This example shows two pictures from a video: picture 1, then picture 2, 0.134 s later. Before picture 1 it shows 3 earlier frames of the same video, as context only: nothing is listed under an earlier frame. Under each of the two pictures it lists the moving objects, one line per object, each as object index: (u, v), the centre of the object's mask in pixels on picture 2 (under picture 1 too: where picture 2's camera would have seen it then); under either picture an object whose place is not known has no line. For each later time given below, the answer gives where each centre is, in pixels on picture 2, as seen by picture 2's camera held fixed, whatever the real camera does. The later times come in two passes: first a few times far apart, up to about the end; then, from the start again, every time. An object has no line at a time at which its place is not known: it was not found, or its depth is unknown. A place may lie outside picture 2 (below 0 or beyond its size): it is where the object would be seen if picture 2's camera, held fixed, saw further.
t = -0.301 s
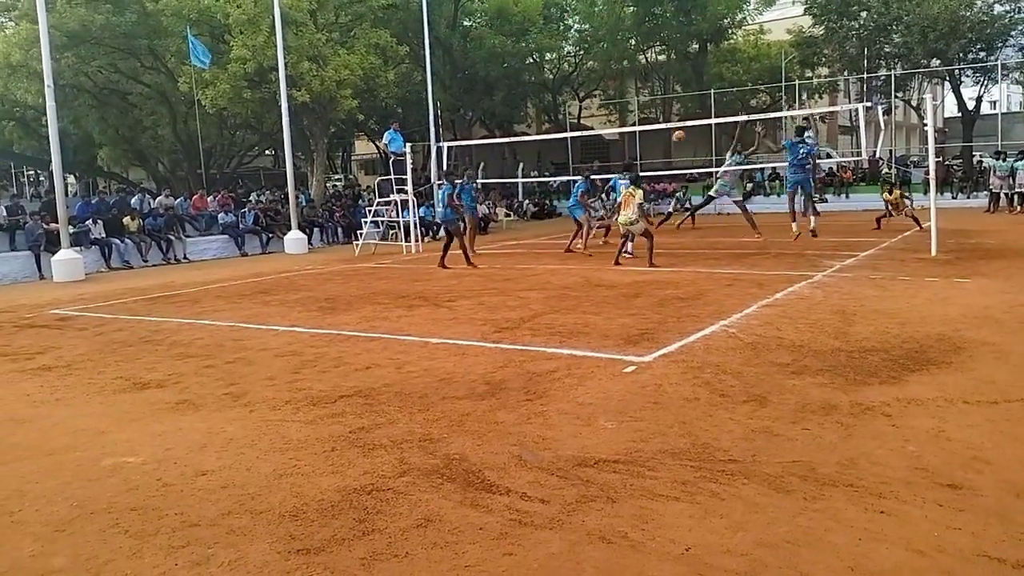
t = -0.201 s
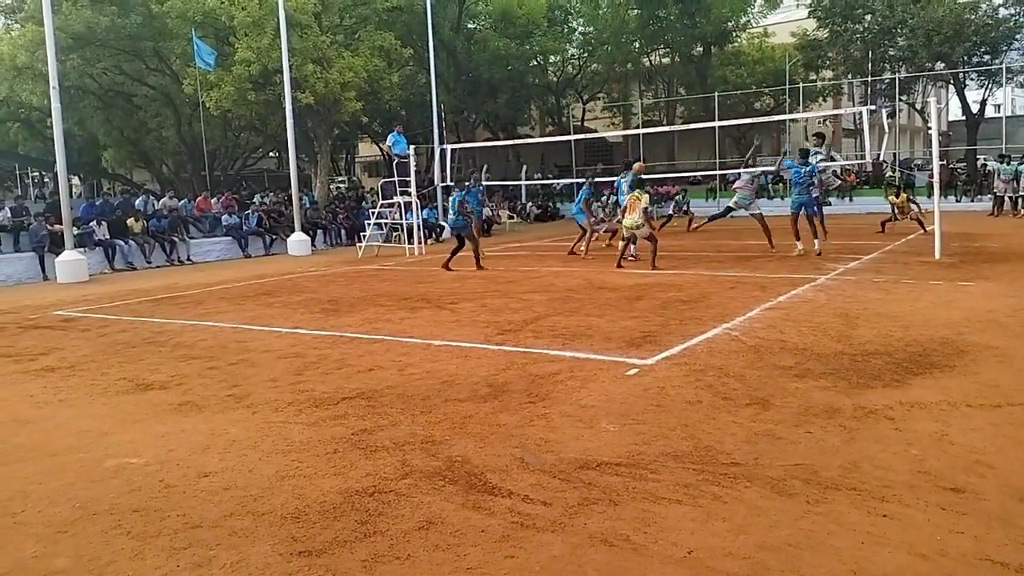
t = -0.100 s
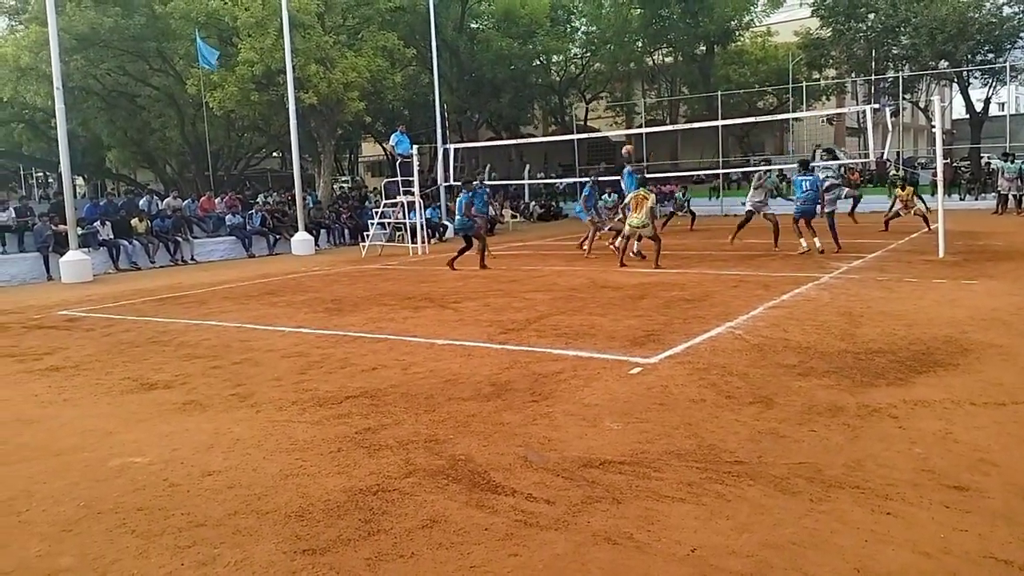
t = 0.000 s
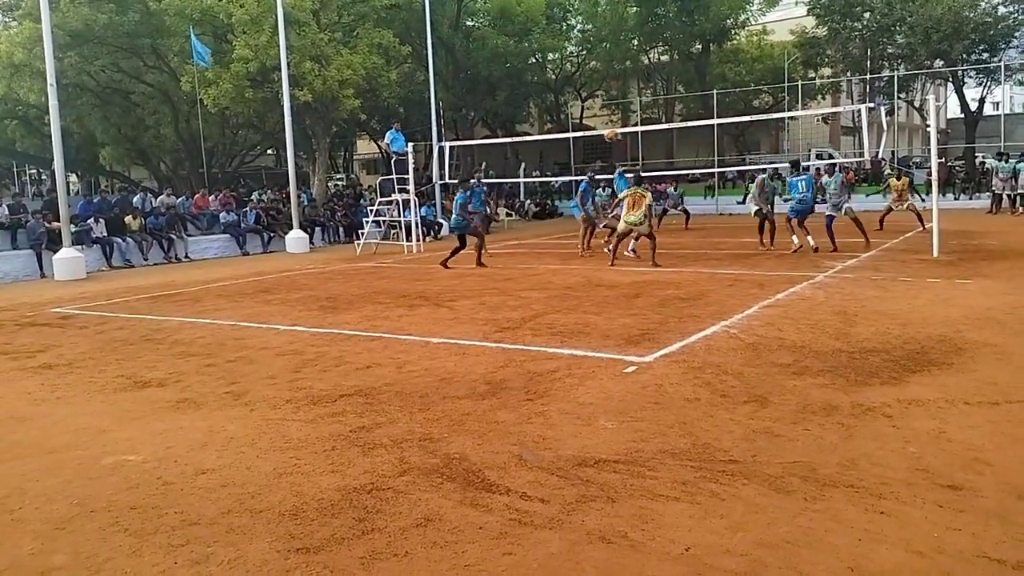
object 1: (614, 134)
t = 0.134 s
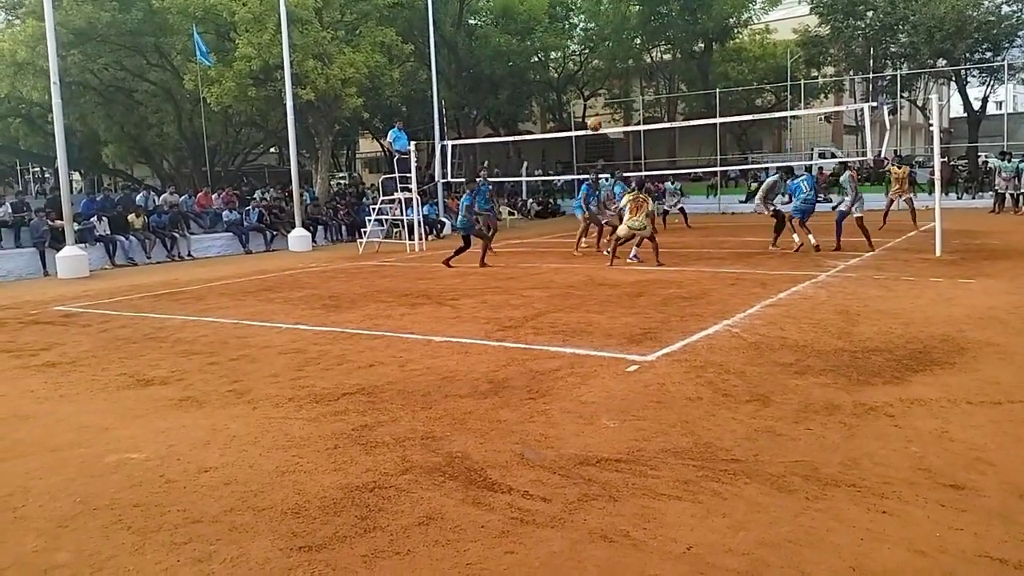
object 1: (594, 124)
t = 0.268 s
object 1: (573, 127)
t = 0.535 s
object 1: (520, 183)
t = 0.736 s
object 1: (469, 282)
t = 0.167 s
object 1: (589, 124)
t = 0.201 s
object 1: (583, 124)
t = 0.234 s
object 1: (578, 125)
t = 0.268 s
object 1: (573, 127)
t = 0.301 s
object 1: (567, 131)
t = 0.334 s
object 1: (561, 134)
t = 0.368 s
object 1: (554, 140)
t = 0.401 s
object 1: (548, 146)
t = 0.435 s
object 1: (541, 153)
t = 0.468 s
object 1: (534, 162)
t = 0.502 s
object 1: (527, 171)
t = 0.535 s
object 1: (520, 183)
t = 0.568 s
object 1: (511, 196)
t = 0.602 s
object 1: (504, 210)
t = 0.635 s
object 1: (495, 225)
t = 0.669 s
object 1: (487, 242)
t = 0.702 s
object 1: (478, 261)
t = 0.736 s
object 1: (469, 282)
